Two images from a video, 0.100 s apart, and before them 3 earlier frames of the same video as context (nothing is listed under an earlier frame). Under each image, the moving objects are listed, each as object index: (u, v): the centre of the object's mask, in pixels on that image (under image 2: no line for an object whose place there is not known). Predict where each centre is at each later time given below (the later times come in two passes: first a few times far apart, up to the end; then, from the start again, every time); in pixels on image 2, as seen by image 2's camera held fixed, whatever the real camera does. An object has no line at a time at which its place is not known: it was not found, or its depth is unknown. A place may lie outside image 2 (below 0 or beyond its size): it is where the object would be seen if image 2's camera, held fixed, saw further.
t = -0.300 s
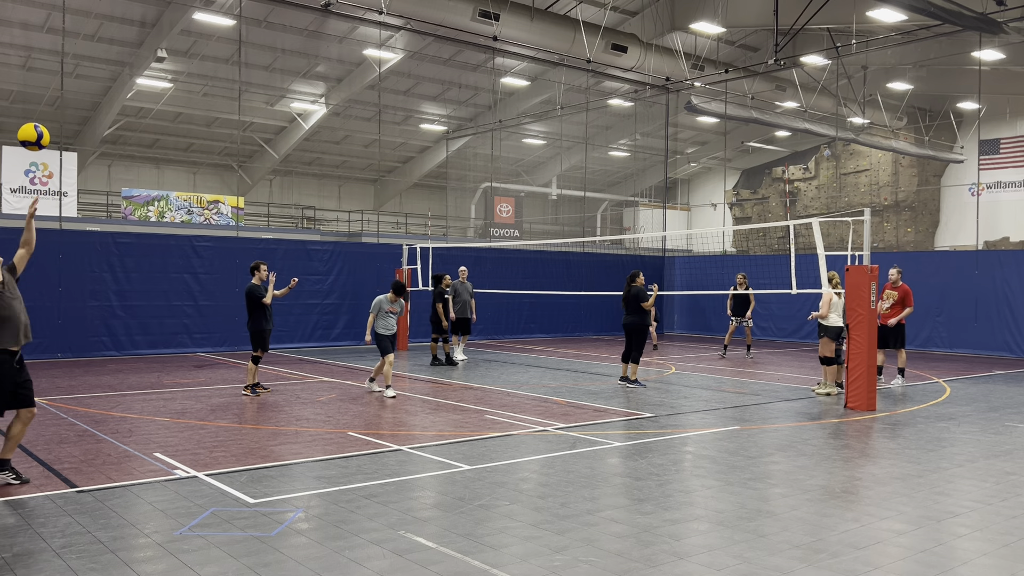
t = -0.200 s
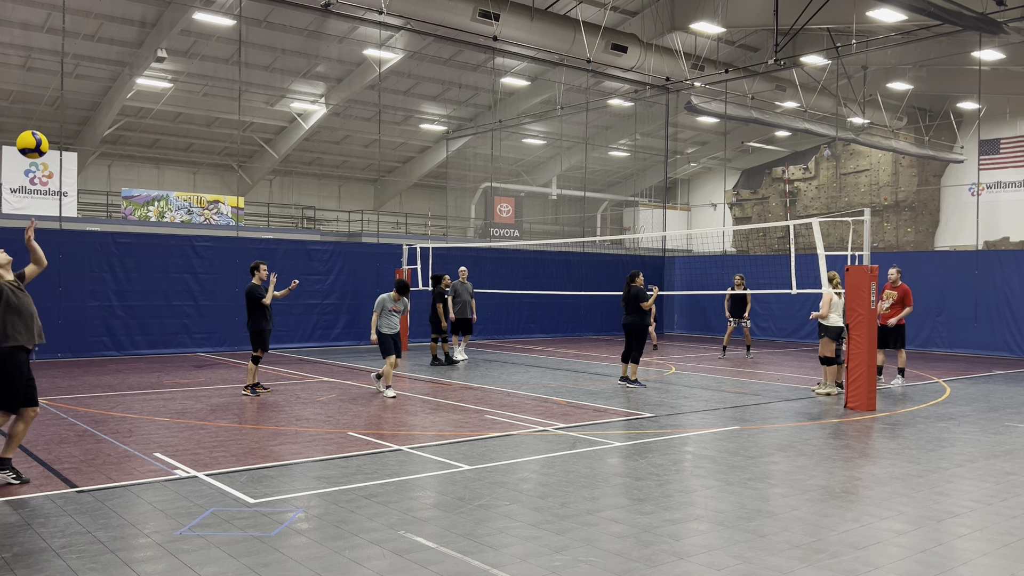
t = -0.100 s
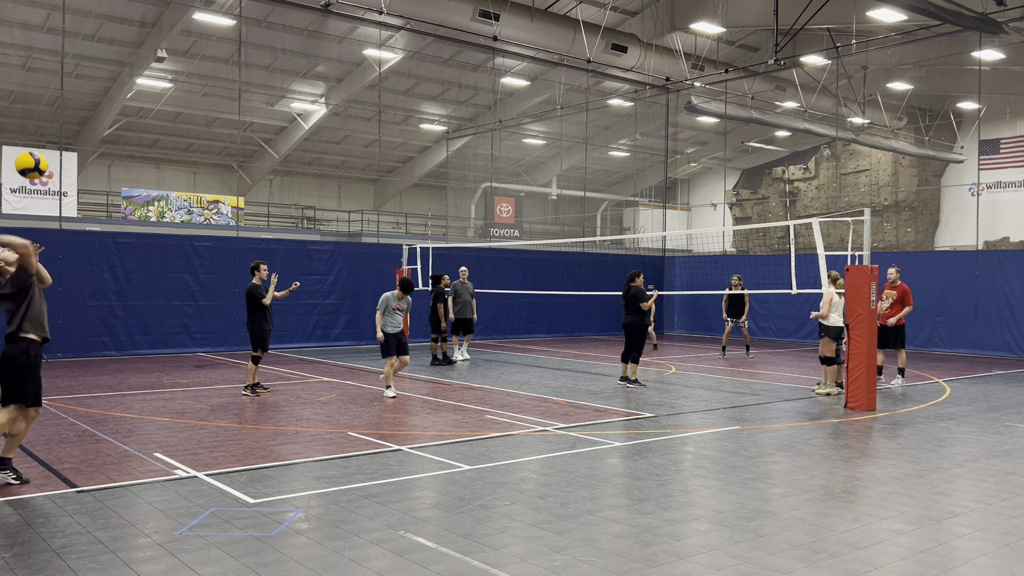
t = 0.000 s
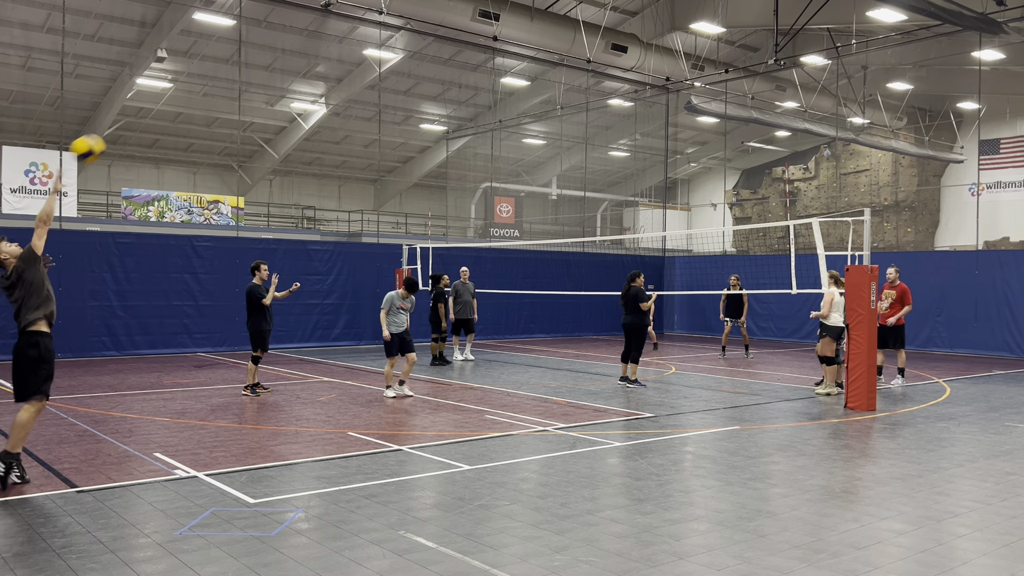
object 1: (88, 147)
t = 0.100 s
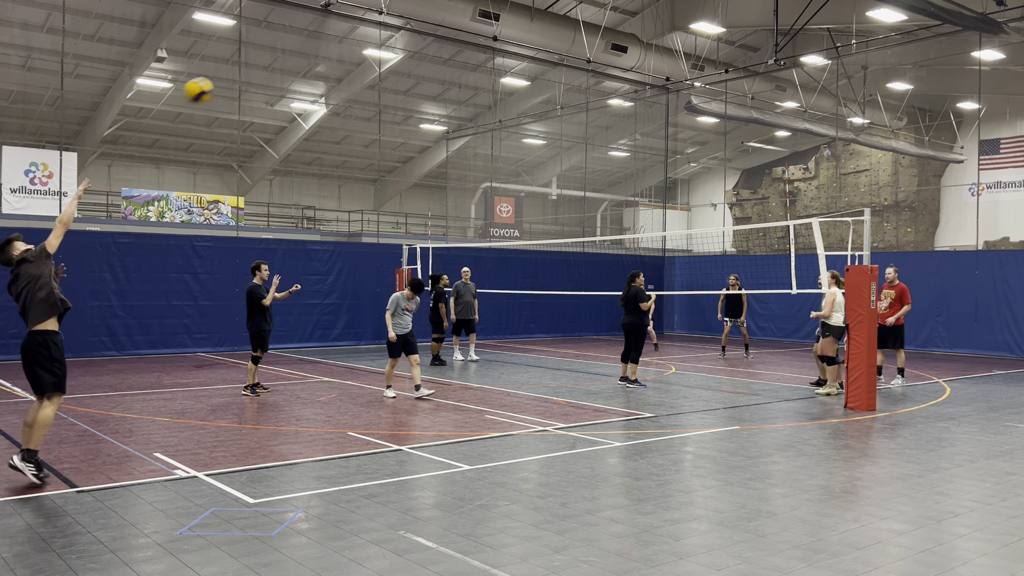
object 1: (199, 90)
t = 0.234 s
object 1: (313, 41)
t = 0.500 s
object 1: (469, 14)
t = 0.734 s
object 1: (562, 38)
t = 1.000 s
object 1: (637, 100)
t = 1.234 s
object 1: (687, 174)
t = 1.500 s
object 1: (730, 274)
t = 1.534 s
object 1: (733, 286)
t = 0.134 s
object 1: (230, 75)
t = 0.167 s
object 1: (260, 62)
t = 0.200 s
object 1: (287, 51)
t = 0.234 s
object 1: (313, 41)
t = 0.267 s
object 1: (337, 34)
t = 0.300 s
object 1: (359, 28)
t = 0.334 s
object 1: (380, 23)
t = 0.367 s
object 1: (401, 19)
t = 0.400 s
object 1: (419, 16)
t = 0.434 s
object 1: (437, 14)
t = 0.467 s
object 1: (453, 14)
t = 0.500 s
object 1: (469, 14)
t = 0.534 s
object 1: (484, 15)
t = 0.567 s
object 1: (499, 17)
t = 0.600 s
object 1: (513, 19)
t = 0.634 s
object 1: (526, 23)
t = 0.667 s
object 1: (538, 27)
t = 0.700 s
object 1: (550, 32)
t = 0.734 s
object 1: (562, 38)
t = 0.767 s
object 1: (572, 43)
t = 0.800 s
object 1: (583, 51)
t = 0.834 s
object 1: (593, 58)
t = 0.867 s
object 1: (602, 65)
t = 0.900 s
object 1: (612, 73)
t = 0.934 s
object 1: (620, 82)
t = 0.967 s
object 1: (629, 90)
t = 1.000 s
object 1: (637, 100)
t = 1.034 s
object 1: (645, 109)
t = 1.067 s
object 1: (653, 119)
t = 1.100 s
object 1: (660, 130)
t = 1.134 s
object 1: (668, 140)
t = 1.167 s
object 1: (674, 151)
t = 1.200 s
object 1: (680, 163)
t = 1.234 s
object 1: (687, 174)
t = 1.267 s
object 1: (693, 186)
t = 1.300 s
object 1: (698, 198)
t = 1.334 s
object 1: (704, 210)
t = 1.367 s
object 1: (709, 223)
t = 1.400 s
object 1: (714, 236)
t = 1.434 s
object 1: (720, 249)
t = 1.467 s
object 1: (725, 261)
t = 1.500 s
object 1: (730, 274)
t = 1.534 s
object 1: (733, 286)
